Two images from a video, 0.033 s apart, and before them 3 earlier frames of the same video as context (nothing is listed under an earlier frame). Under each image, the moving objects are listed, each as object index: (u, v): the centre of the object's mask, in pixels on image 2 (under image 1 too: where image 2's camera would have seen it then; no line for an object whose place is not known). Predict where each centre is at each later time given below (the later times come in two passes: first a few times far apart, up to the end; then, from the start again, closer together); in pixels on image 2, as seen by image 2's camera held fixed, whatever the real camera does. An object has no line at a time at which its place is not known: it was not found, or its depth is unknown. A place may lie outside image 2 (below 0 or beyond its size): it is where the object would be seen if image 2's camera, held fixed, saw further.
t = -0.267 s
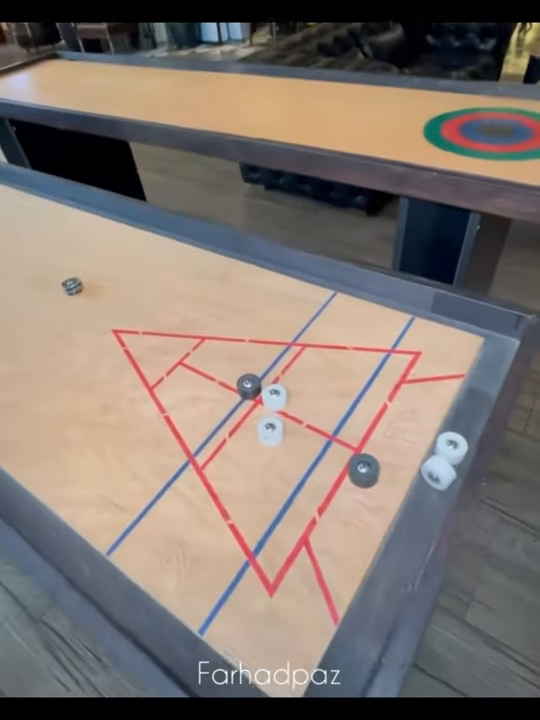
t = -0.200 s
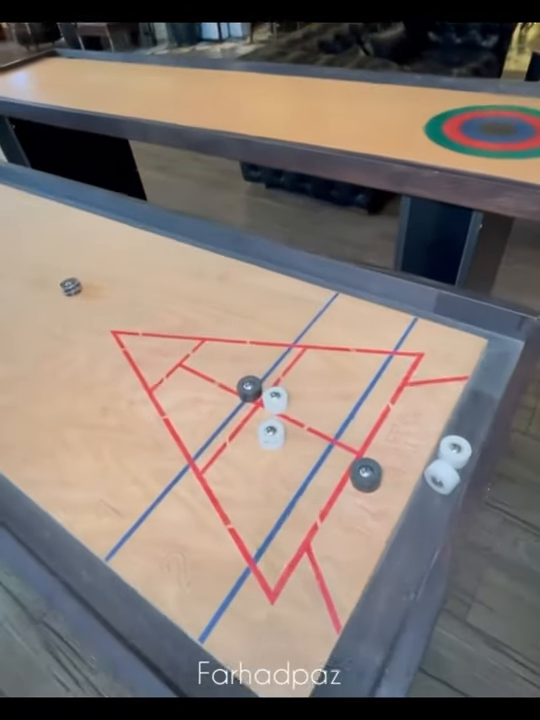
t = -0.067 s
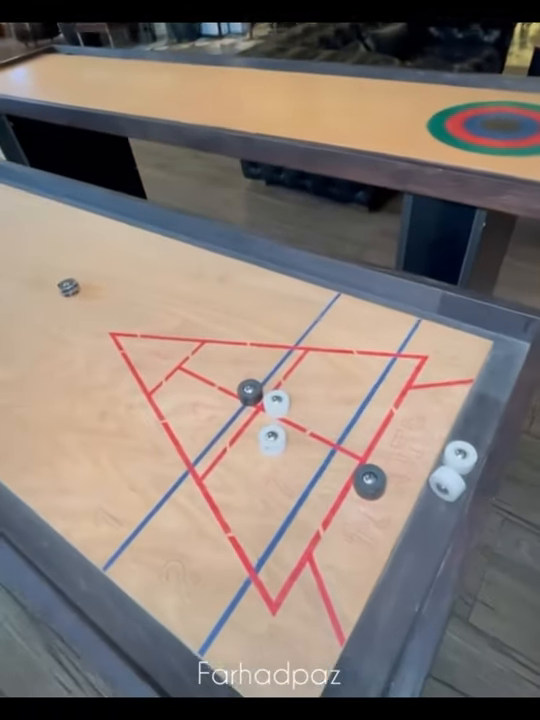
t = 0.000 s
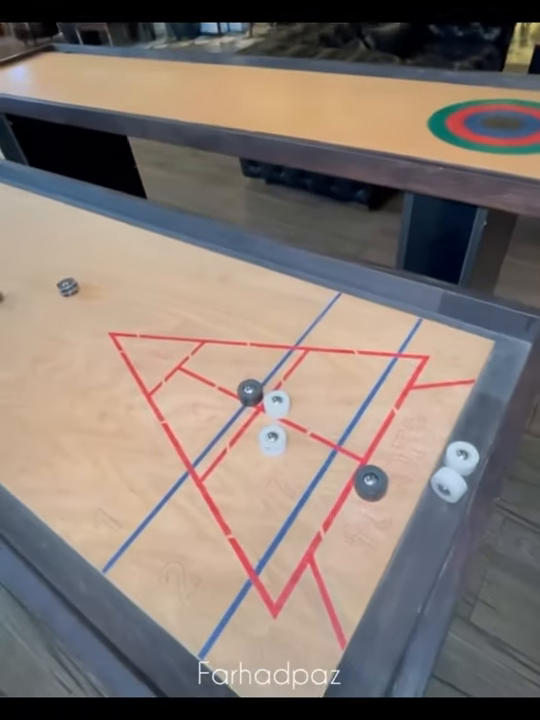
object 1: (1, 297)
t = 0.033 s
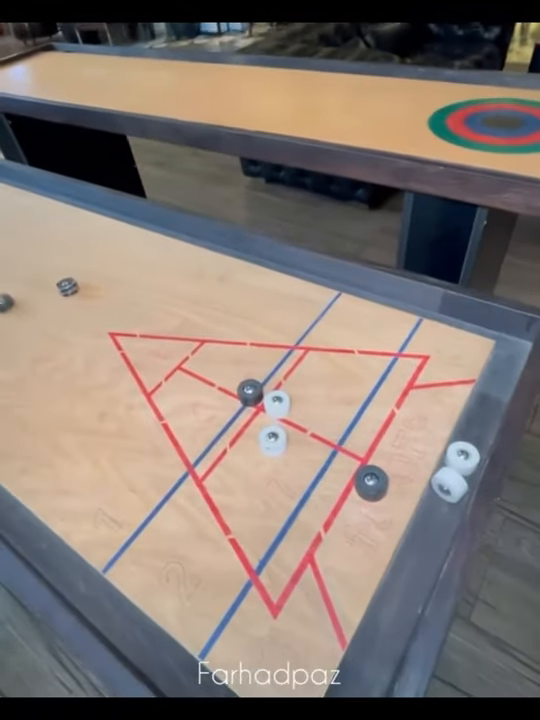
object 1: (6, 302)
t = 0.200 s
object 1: (63, 333)
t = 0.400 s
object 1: (138, 369)
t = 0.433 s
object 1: (150, 375)
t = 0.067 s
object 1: (14, 308)
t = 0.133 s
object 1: (38, 320)
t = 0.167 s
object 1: (51, 327)
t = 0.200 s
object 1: (63, 333)
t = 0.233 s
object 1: (75, 339)
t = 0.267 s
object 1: (88, 345)
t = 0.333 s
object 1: (113, 357)
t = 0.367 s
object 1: (126, 363)
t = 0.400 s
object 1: (138, 369)
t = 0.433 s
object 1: (150, 375)
